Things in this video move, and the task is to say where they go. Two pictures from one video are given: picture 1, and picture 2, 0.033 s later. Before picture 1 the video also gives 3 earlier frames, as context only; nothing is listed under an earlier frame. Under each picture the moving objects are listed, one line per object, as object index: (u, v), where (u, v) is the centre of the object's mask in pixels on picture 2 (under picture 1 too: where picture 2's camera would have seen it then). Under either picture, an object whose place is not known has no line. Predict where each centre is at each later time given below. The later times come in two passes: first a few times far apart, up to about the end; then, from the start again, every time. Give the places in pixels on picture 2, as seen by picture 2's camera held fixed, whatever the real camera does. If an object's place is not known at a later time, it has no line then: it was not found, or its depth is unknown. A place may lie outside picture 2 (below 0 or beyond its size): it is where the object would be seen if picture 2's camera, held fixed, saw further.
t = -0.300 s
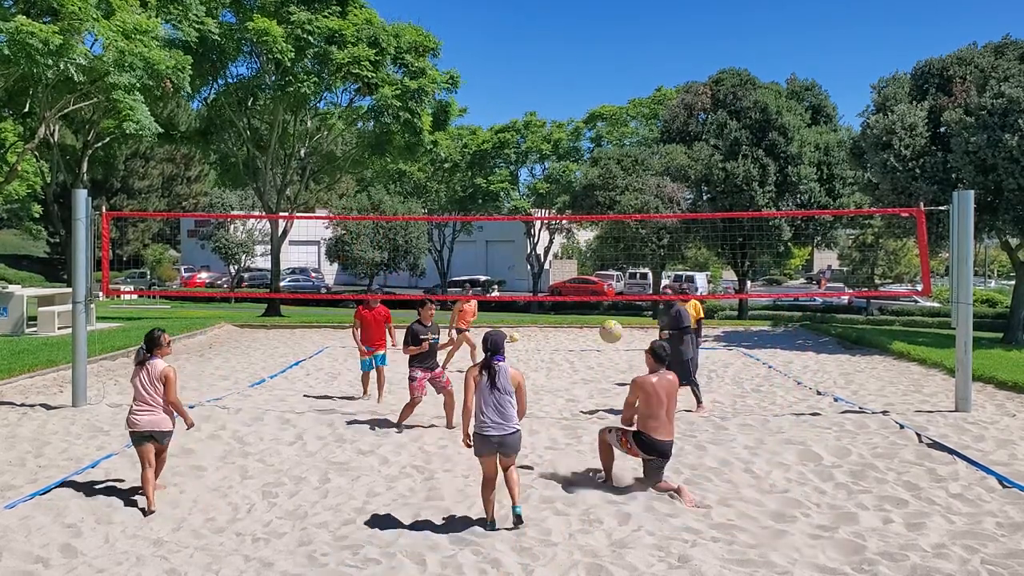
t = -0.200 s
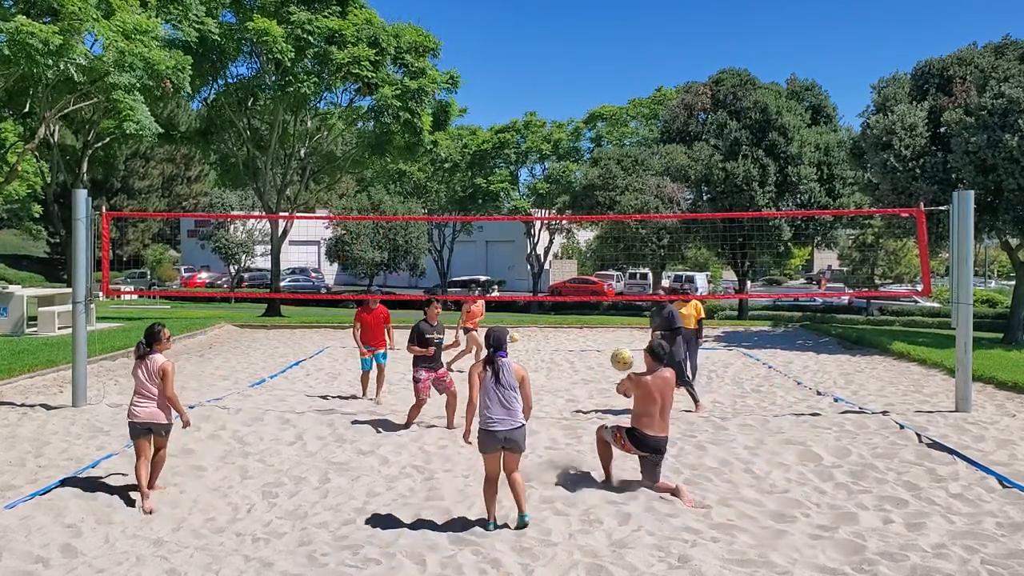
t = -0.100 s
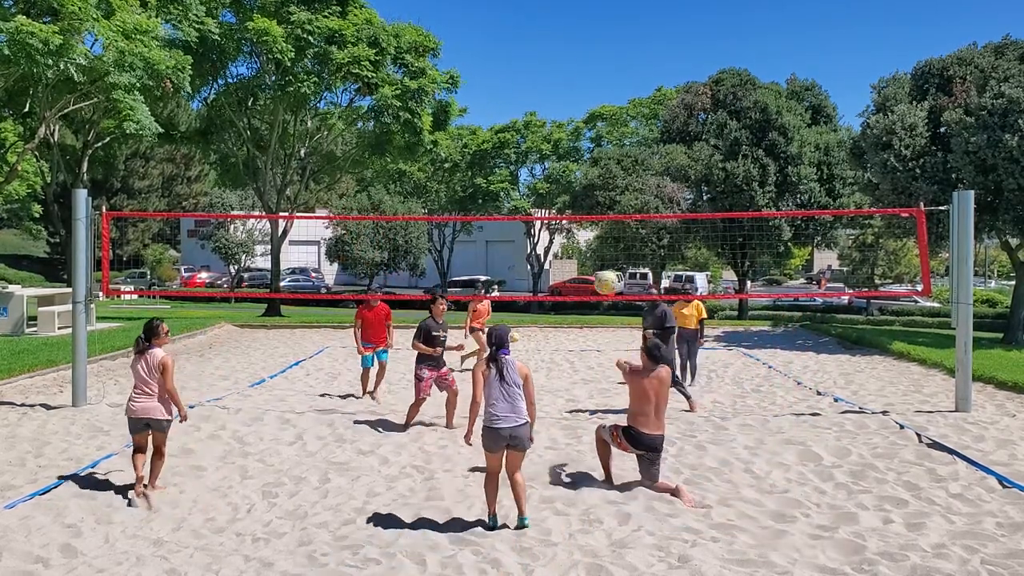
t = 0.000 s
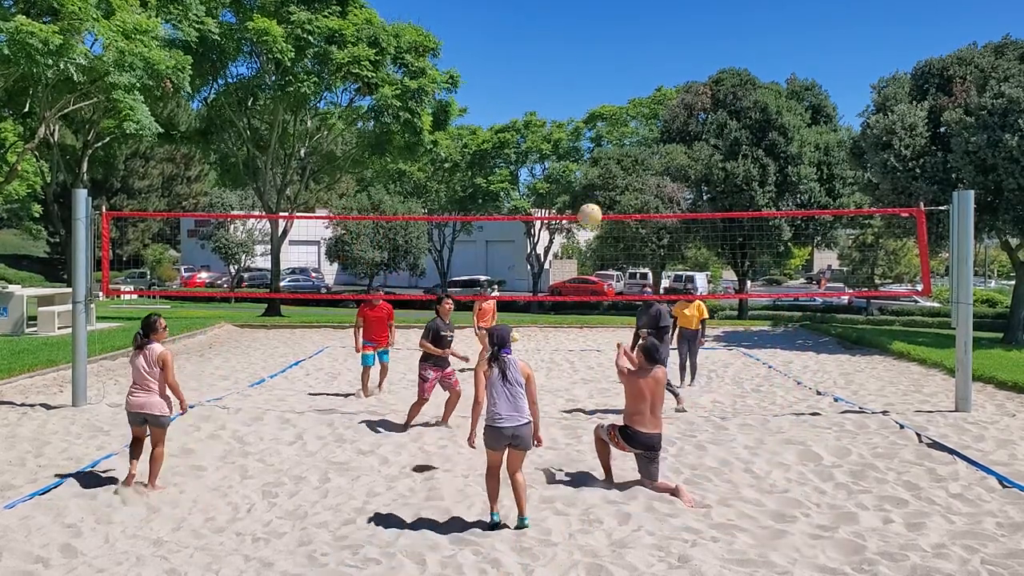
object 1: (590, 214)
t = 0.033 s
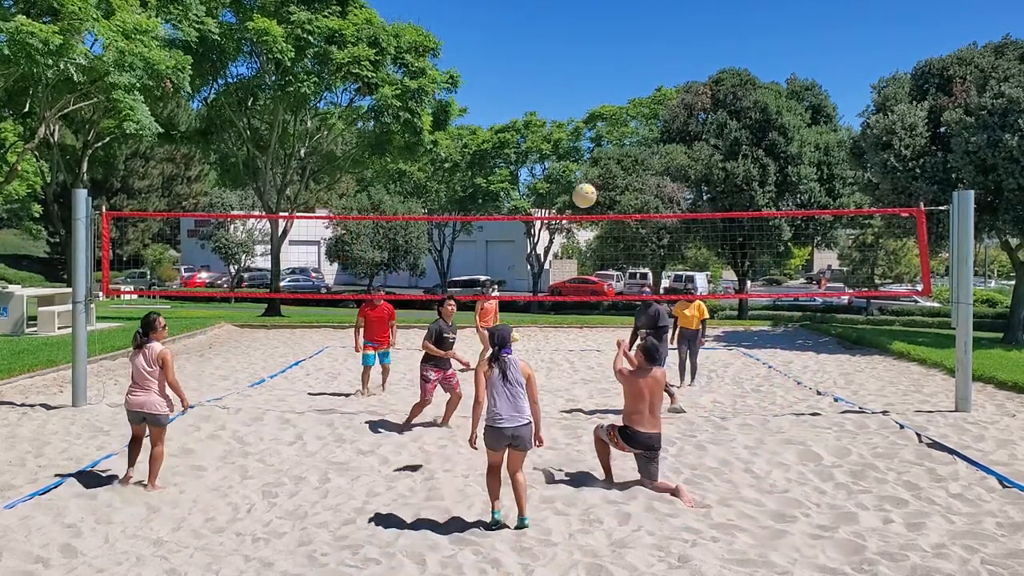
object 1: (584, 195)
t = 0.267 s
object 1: (547, 86)
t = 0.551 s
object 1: (502, 33)
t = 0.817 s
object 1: (461, 64)
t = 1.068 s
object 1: (425, 166)
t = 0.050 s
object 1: (582, 186)
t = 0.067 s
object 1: (579, 176)
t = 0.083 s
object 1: (576, 167)
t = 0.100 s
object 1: (574, 159)
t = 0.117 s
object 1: (571, 150)
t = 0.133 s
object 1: (568, 142)
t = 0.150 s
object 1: (566, 134)
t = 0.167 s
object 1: (563, 126)
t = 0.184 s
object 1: (560, 118)
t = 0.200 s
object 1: (558, 112)
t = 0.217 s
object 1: (555, 105)
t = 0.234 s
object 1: (552, 98)
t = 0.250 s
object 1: (550, 92)
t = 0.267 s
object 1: (547, 86)
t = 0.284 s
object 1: (544, 81)
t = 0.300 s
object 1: (542, 76)
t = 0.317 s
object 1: (539, 70)
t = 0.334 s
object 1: (537, 66)
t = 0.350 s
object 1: (534, 61)
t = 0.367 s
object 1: (531, 57)
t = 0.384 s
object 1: (529, 54)
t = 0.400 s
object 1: (526, 50)
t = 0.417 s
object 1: (524, 47)
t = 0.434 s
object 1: (521, 44)
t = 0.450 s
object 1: (518, 41)
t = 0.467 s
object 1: (515, 39)
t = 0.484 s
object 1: (513, 37)
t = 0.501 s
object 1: (510, 36)
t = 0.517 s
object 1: (507, 34)
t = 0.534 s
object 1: (505, 33)
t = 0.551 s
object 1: (502, 33)
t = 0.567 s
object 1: (500, 32)
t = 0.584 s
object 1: (497, 32)
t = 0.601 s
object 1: (495, 32)
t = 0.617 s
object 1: (492, 33)
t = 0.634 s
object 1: (489, 34)
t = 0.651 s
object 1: (487, 35)
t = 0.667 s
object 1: (484, 36)
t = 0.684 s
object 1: (482, 38)
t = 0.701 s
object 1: (479, 40)
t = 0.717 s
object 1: (477, 42)
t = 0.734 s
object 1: (474, 46)
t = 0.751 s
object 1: (471, 48)
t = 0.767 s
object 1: (469, 52)
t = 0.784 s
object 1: (466, 55)
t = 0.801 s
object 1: (464, 60)
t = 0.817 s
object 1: (461, 64)
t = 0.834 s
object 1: (459, 68)
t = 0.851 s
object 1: (456, 73)
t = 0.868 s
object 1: (454, 79)
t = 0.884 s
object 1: (452, 84)
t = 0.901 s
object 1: (448, 90)
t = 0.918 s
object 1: (446, 97)
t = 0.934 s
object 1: (444, 103)
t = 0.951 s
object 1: (441, 110)
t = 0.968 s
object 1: (439, 117)
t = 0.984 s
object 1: (437, 124)
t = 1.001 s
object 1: (434, 132)
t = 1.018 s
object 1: (432, 140)
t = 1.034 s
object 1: (429, 149)
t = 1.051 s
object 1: (427, 157)
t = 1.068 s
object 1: (425, 166)
